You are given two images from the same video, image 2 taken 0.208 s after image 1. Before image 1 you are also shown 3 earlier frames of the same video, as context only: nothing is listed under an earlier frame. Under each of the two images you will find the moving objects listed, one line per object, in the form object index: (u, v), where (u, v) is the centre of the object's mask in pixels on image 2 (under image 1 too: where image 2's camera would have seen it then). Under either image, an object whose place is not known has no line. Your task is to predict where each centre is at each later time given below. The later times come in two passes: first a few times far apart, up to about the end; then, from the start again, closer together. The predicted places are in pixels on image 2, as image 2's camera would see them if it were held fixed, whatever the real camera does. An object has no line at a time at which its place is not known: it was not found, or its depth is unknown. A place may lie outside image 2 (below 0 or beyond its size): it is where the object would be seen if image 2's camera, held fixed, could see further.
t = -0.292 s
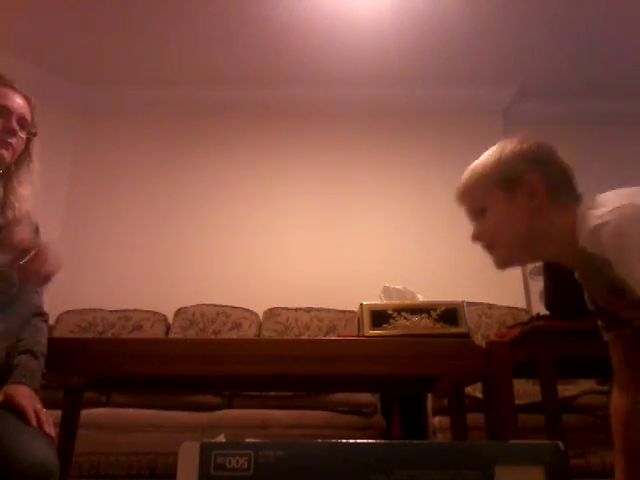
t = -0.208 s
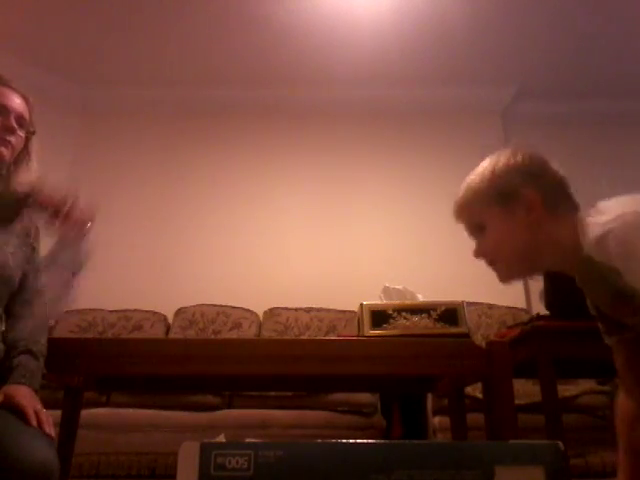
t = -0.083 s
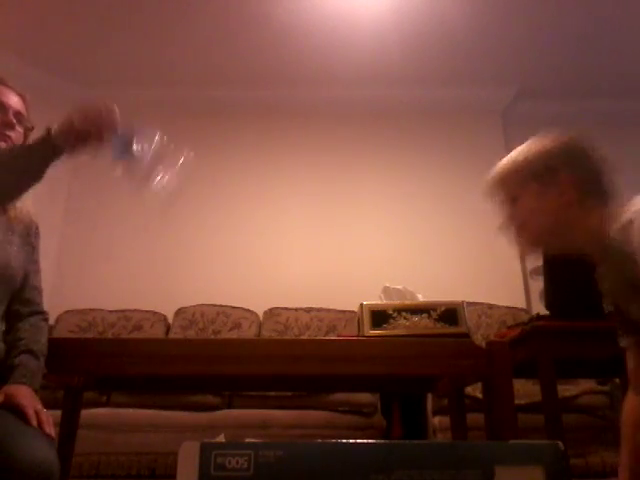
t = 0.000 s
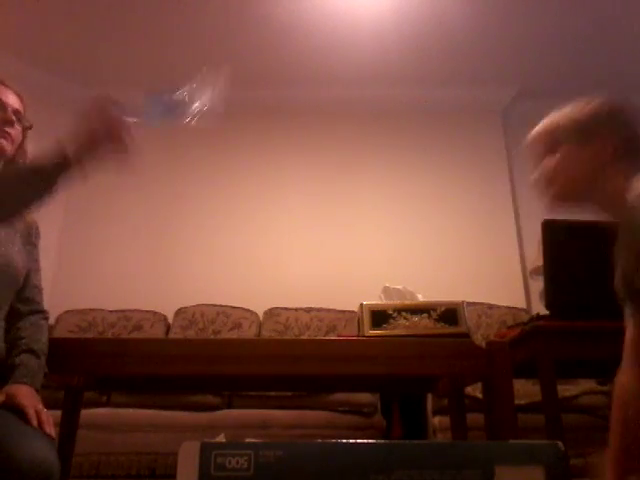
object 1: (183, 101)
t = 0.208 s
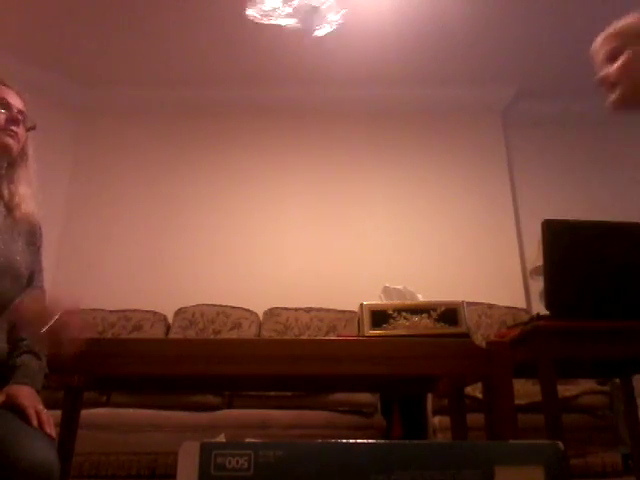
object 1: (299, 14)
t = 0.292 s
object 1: (316, 20)
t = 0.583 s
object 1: (445, 377)
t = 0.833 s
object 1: (435, 420)
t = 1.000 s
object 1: (436, 420)
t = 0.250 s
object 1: (307, 15)
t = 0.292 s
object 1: (316, 20)
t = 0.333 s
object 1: (329, 35)
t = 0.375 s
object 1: (342, 61)
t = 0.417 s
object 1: (359, 95)
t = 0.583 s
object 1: (445, 377)
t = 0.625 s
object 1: (447, 415)
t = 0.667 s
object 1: (441, 409)
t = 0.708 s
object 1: (436, 406)
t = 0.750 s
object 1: (434, 407)
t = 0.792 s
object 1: (437, 414)
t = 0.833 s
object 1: (435, 420)
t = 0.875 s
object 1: (435, 420)
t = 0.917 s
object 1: (434, 420)
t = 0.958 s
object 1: (435, 420)
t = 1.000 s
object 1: (436, 420)
